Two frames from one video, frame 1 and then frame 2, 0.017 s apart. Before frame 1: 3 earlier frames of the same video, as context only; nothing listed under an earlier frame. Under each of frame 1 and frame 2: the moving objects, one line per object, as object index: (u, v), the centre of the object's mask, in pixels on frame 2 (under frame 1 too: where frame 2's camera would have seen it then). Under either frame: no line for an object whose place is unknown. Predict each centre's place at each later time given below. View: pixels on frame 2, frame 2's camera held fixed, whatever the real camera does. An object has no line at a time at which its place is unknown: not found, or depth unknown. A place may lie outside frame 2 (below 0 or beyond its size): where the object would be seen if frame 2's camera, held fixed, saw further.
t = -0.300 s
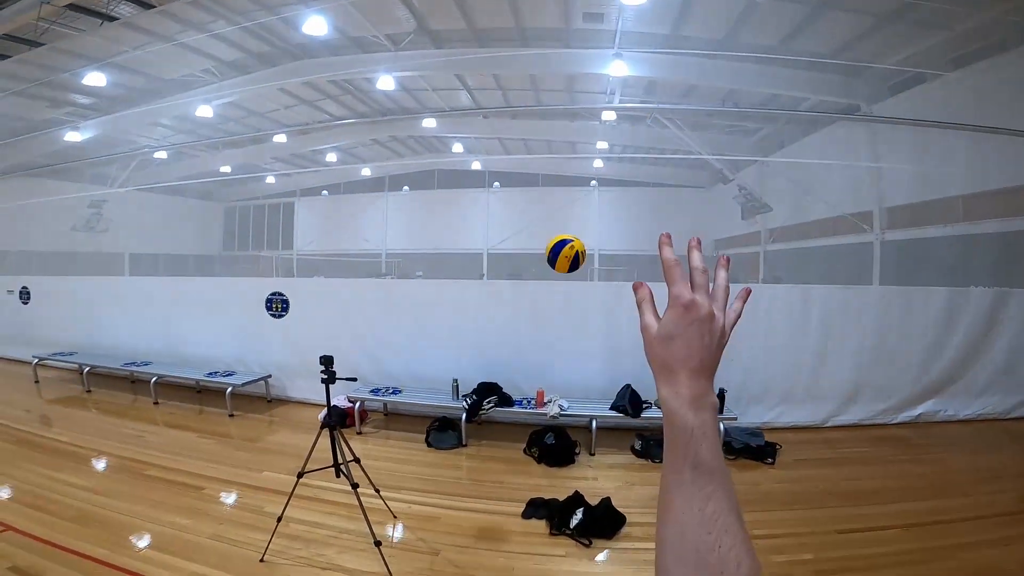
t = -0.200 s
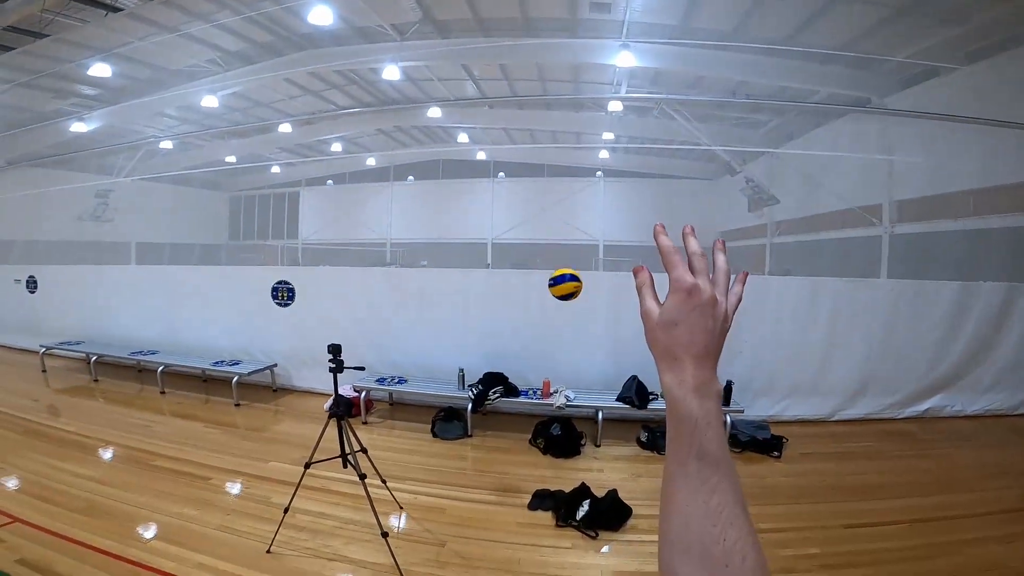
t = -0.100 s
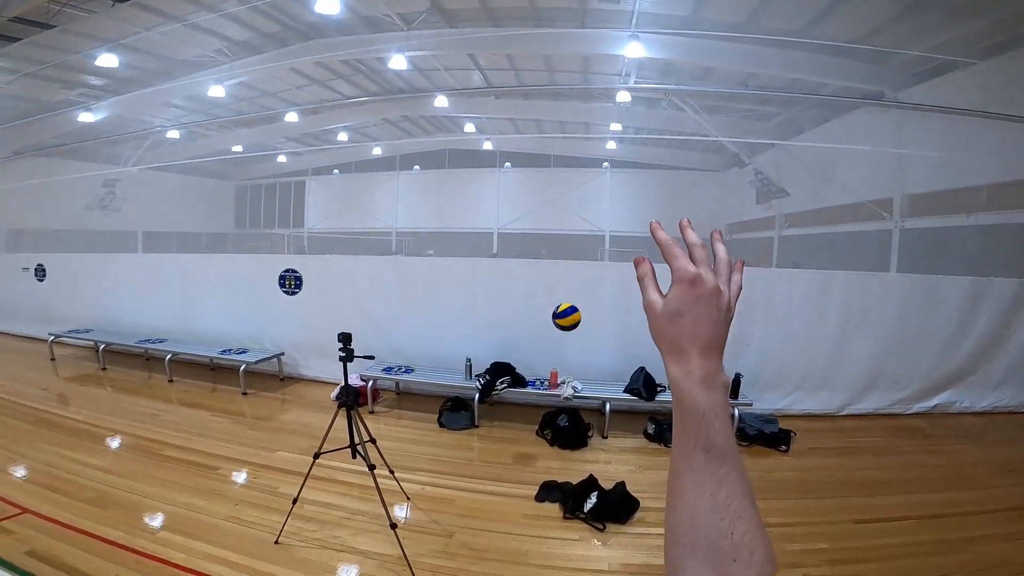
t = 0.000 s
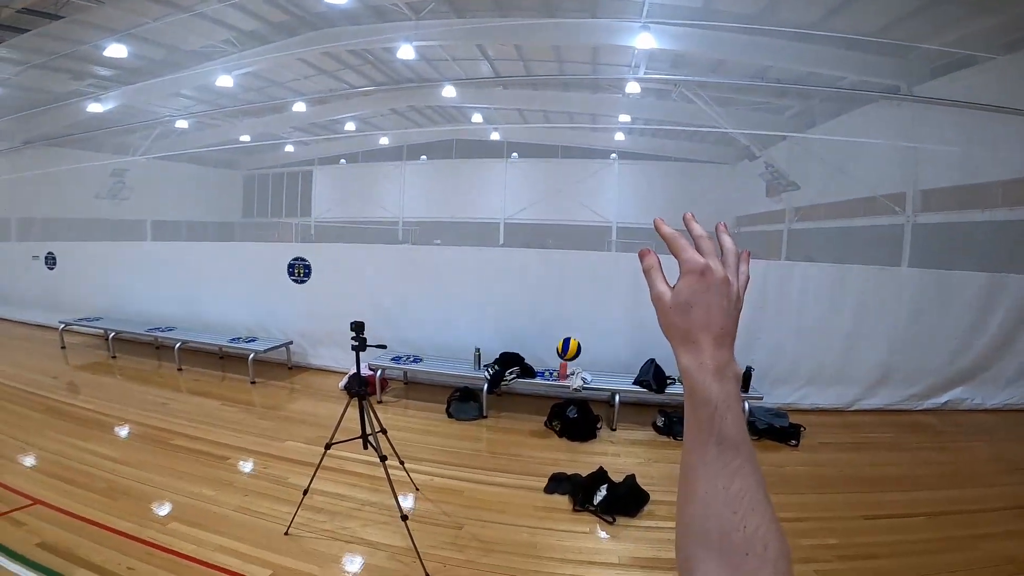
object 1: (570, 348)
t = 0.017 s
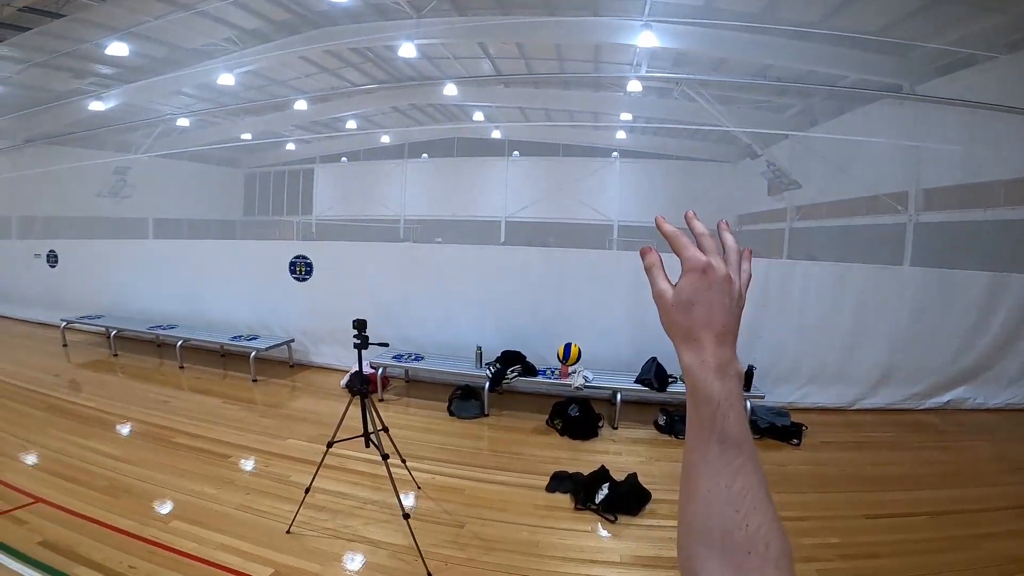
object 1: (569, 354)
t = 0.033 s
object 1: (568, 361)
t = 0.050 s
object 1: (568, 367)
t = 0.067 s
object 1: (567, 373)
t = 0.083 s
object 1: (566, 379)
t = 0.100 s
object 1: (565, 386)
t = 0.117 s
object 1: (565, 392)
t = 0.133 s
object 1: (563, 399)
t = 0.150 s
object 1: (563, 406)
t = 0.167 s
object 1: (562, 412)
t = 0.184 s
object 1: (561, 417)
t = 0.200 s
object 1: (561, 417)
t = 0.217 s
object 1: (559, 419)
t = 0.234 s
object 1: (558, 421)
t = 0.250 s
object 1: (557, 423)
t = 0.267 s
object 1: (556, 426)
